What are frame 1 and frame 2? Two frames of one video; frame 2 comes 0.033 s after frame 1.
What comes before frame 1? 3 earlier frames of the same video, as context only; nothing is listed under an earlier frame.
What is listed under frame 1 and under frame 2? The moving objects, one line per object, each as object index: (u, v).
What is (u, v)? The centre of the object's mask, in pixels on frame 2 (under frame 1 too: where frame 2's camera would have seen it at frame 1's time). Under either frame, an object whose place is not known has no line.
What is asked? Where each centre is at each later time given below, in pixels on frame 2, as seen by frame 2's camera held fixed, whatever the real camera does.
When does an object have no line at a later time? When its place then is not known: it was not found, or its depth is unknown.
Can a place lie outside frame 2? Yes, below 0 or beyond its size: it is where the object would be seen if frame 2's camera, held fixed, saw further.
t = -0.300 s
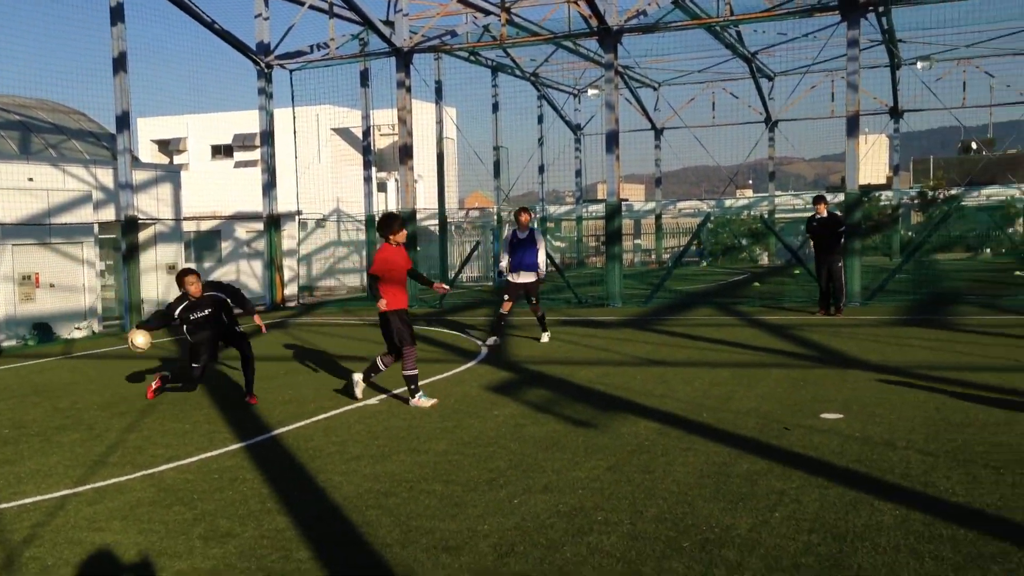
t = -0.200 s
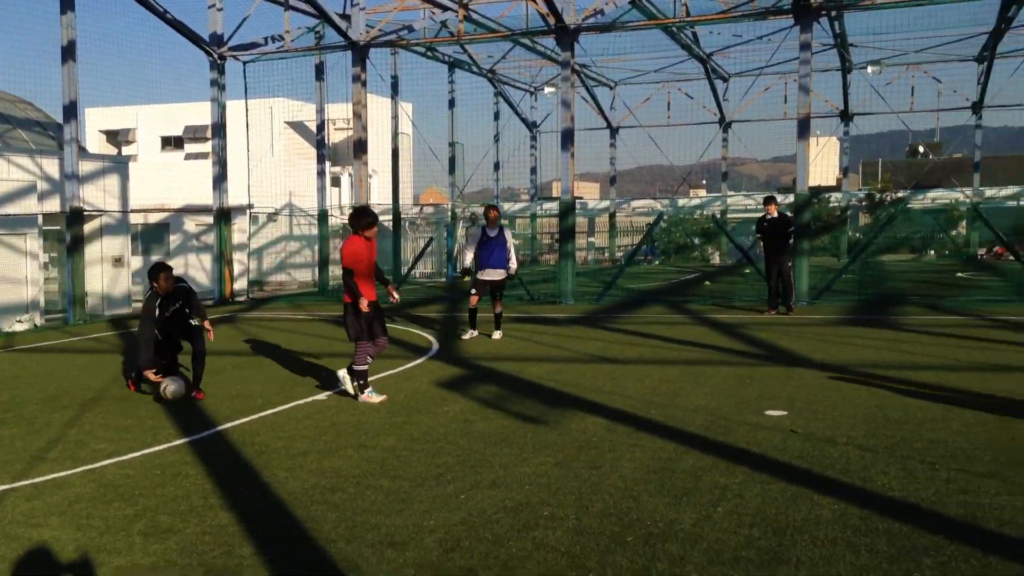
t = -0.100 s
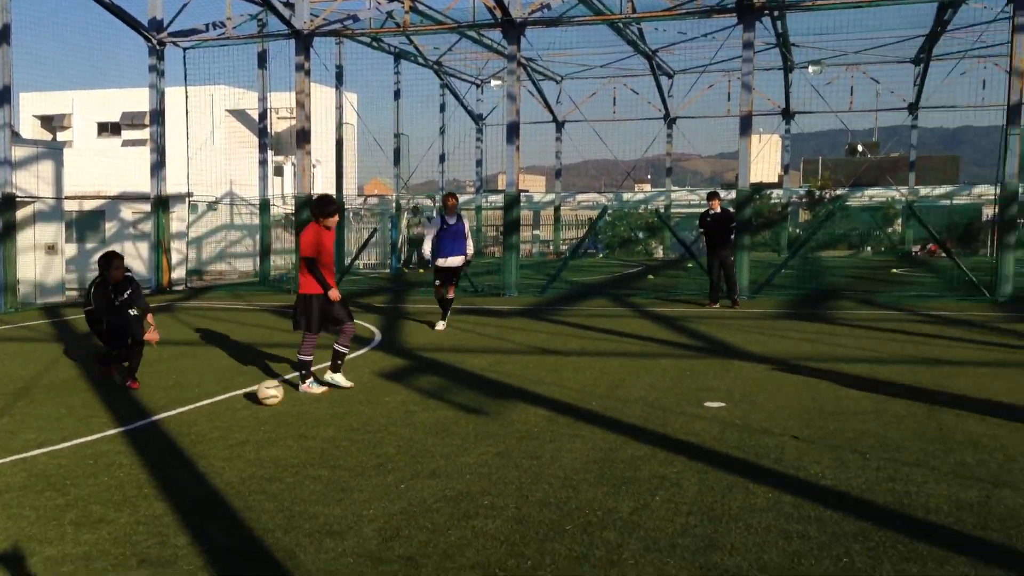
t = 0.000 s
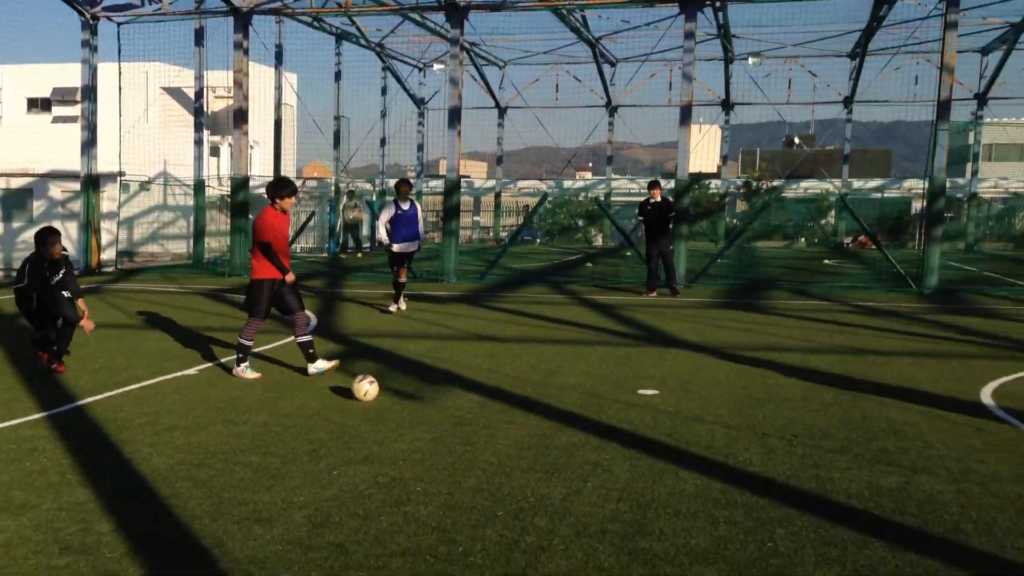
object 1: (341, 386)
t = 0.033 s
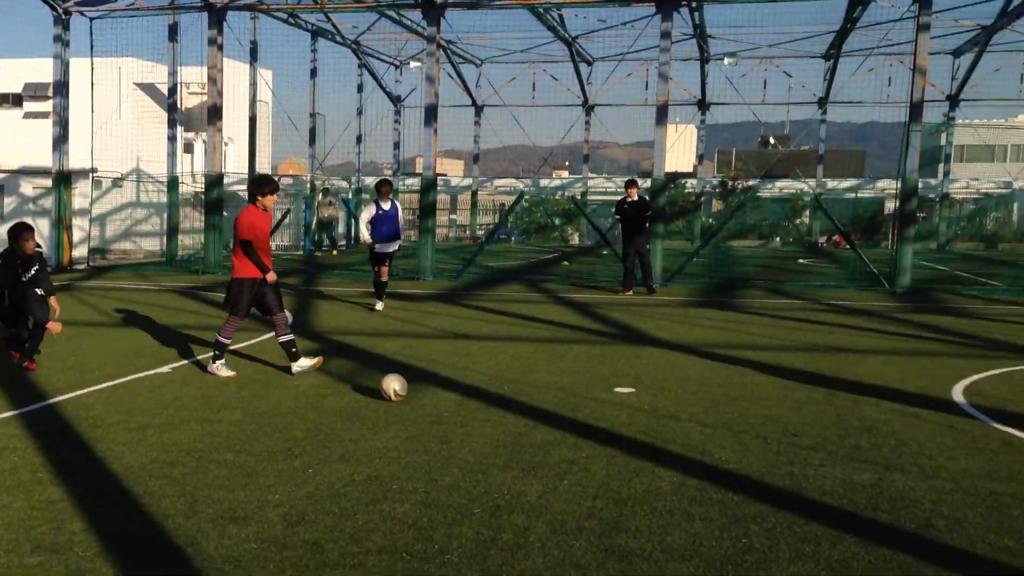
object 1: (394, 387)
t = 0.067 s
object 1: (446, 388)
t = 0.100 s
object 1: (500, 391)
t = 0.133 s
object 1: (556, 396)
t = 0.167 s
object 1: (609, 399)
